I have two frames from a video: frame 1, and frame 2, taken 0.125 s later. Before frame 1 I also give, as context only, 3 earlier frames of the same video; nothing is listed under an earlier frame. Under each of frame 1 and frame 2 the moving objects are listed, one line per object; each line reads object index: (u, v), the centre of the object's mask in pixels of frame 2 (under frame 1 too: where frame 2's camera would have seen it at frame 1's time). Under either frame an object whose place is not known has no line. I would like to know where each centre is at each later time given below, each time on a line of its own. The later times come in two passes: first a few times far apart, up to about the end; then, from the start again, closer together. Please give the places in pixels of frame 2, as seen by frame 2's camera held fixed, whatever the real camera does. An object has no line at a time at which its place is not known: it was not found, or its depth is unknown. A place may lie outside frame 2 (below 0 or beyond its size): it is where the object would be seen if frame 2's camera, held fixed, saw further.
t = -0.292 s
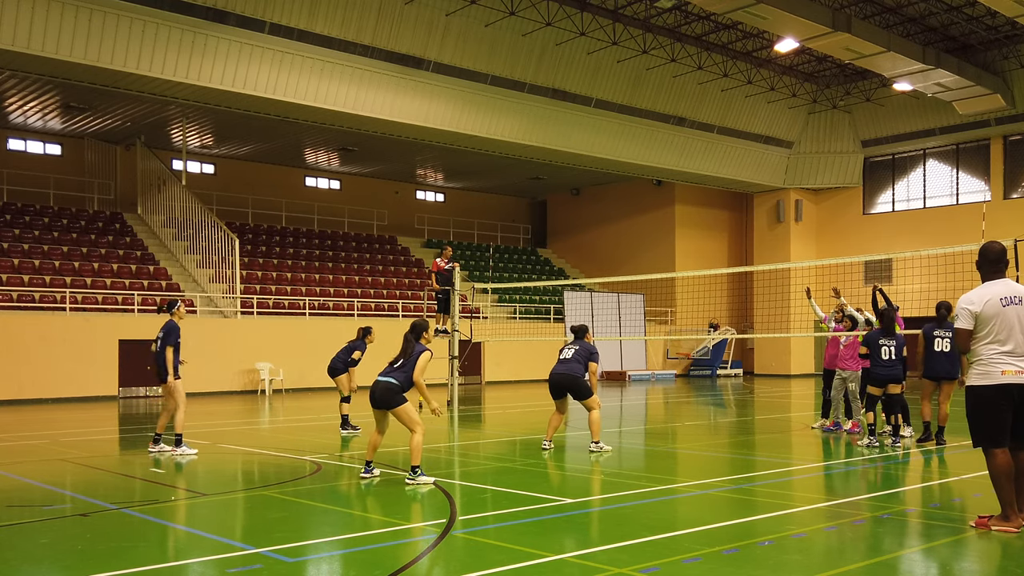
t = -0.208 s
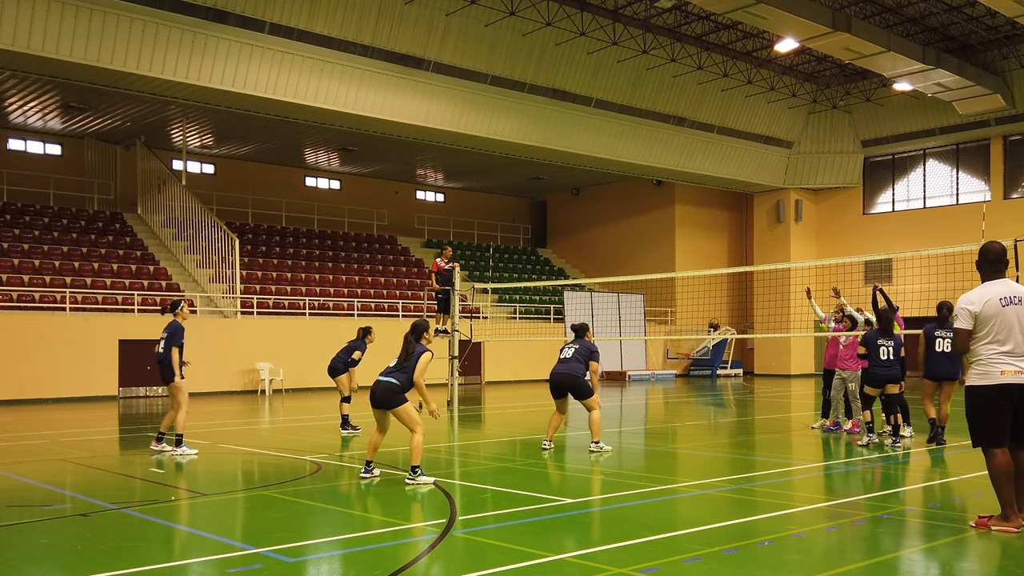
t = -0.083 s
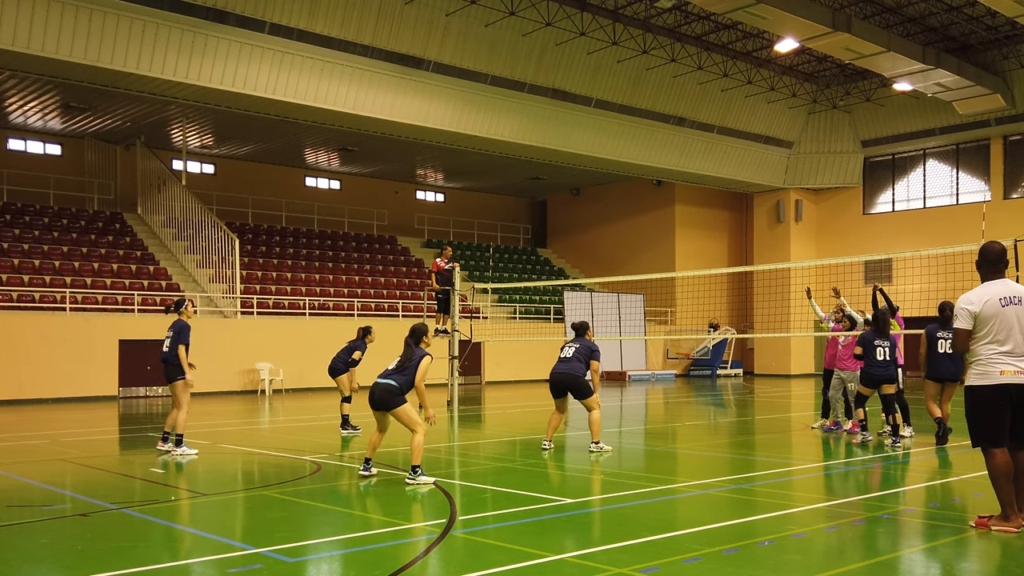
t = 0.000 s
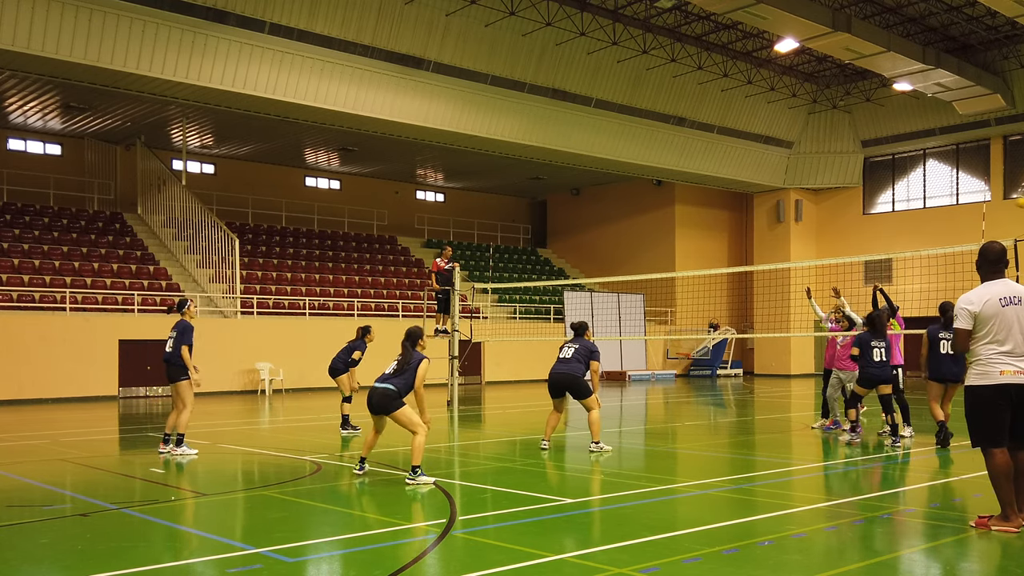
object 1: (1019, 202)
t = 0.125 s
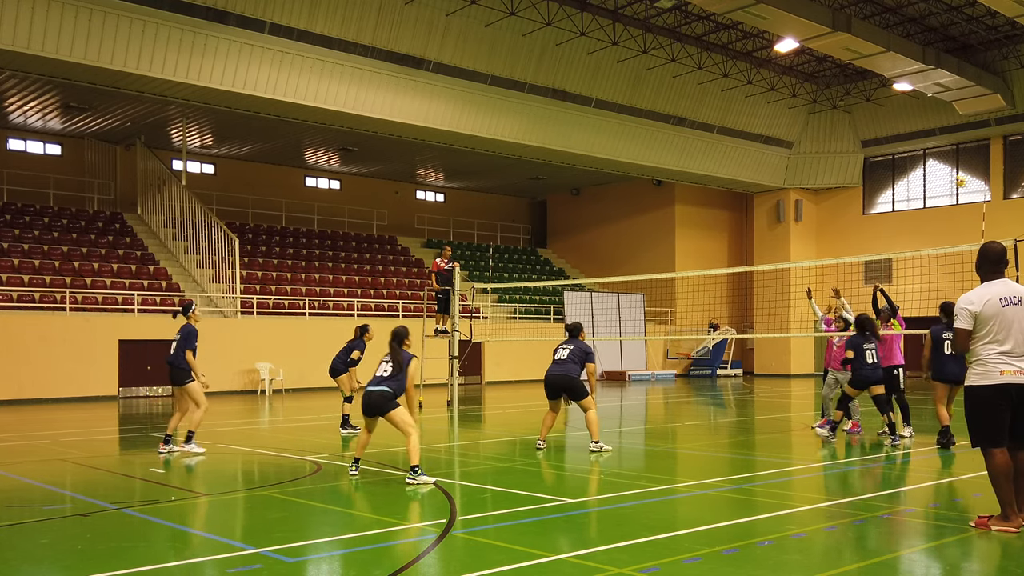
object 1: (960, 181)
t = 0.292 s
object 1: (874, 165)
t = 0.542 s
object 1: (728, 171)
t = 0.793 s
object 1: (561, 236)
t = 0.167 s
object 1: (940, 176)
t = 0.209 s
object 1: (918, 169)
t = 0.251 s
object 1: (897, 167)
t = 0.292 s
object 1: (874, 165)
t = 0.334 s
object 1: (850, 162)
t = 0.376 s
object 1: (827, 161)
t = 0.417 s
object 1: (802, 161)
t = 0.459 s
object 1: (778, 163)
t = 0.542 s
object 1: (728, 171)
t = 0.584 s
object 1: (701, 178)
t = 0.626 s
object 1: (674, 186)
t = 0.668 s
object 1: (647, 195)
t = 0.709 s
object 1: (619, 207)
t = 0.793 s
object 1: (561, 236)
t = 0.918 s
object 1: (472, 294)
